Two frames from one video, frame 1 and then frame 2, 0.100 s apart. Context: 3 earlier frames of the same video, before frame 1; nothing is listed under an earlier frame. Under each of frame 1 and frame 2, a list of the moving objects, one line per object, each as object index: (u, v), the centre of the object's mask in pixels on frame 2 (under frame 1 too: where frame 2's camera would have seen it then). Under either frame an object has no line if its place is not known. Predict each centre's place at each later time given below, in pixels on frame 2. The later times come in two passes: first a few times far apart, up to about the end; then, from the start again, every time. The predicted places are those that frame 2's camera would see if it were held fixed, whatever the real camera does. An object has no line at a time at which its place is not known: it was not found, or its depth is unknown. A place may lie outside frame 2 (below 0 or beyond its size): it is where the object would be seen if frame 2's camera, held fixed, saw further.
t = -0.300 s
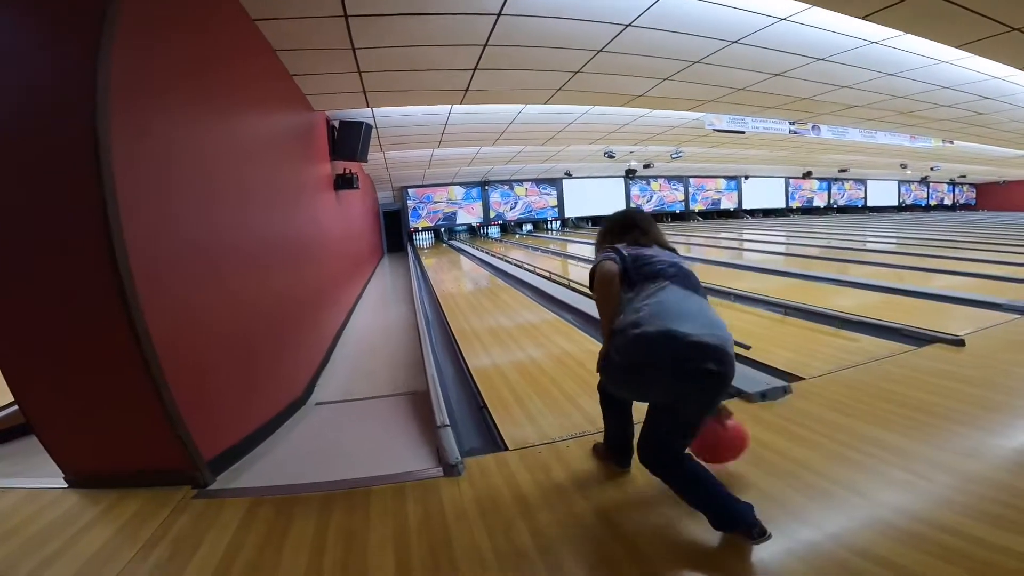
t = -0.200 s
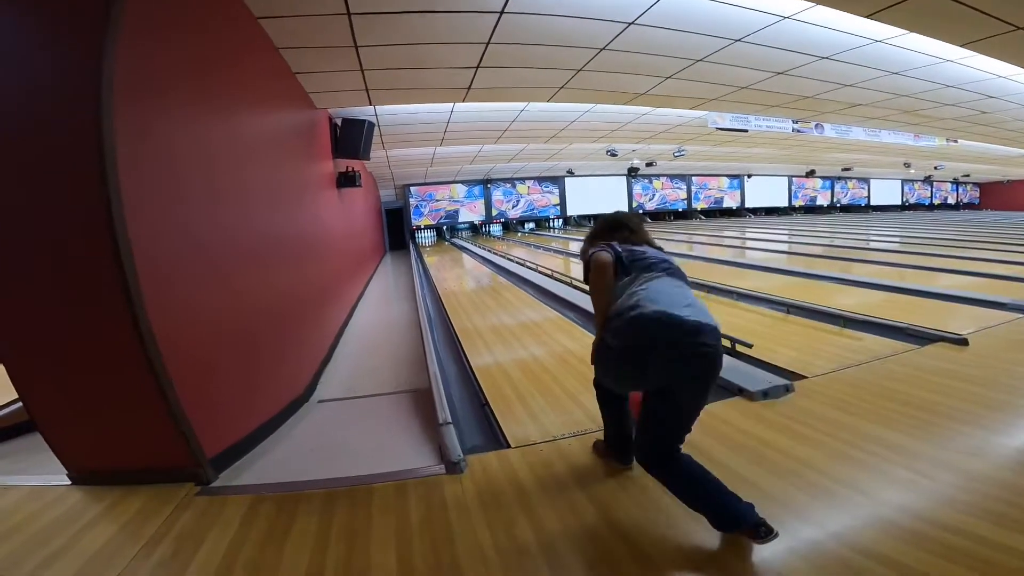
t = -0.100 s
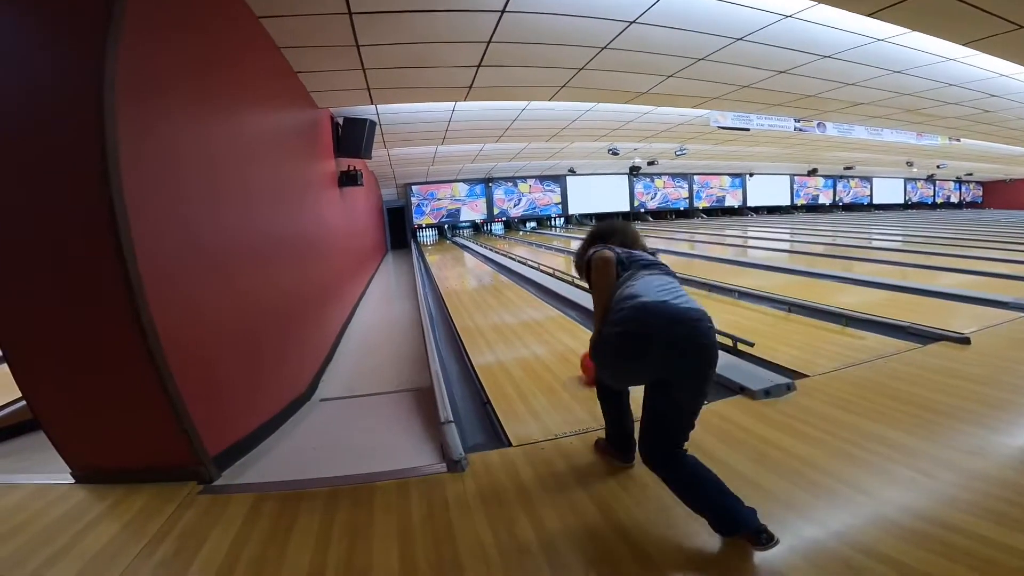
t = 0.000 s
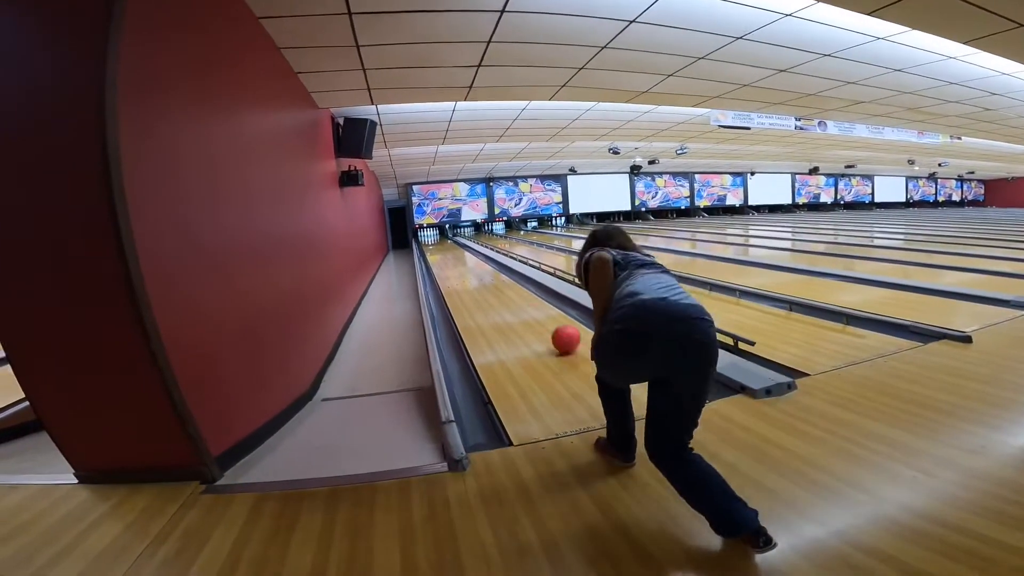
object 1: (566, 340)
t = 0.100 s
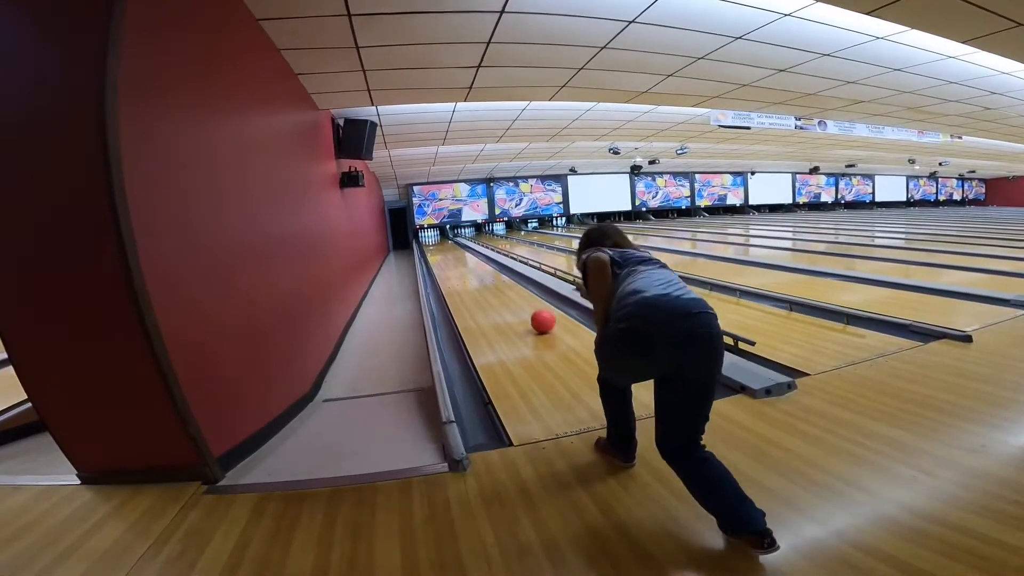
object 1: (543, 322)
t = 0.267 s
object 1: (516, 301)
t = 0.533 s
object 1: (489, 281)
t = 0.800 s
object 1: (472, 268)
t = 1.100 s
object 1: (458, 255)
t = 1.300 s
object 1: (452, 249)
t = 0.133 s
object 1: (537, 317)
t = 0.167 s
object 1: (531, 313)
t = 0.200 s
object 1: (526, 308)
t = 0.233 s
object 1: (521, 305)
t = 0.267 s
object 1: (516, 301)
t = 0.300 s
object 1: (512, 298)
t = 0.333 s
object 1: (508, 295)
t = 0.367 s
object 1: (504, 293)
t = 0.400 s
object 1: (501, 290)
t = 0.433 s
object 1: (498, 288)
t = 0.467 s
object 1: (495, 286)
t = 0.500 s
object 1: (492, 283)
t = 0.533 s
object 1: (489, 281)
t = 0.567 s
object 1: (487, 279)
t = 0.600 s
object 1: (484, 278)
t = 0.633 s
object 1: (482, 276)
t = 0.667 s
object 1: (480, 274)
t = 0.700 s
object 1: (478, 272)
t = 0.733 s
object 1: (476, 271)
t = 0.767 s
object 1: (474, 269)
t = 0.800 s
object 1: (472, 268)
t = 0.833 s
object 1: (471, 266)
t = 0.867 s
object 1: (469, 265)
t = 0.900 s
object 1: (467, 263)
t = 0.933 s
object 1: (466, 262)
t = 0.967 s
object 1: (464, 261)
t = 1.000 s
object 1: (463, 259)
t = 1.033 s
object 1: (461, 259)
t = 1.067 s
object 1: (460, 256)
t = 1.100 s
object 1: (458, 255)
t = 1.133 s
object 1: (457, 254)
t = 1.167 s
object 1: (456, 253)
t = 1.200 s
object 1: (455, 252)
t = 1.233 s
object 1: (453, 251)
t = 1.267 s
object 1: (452, 249)
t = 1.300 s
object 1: (452, 249)
